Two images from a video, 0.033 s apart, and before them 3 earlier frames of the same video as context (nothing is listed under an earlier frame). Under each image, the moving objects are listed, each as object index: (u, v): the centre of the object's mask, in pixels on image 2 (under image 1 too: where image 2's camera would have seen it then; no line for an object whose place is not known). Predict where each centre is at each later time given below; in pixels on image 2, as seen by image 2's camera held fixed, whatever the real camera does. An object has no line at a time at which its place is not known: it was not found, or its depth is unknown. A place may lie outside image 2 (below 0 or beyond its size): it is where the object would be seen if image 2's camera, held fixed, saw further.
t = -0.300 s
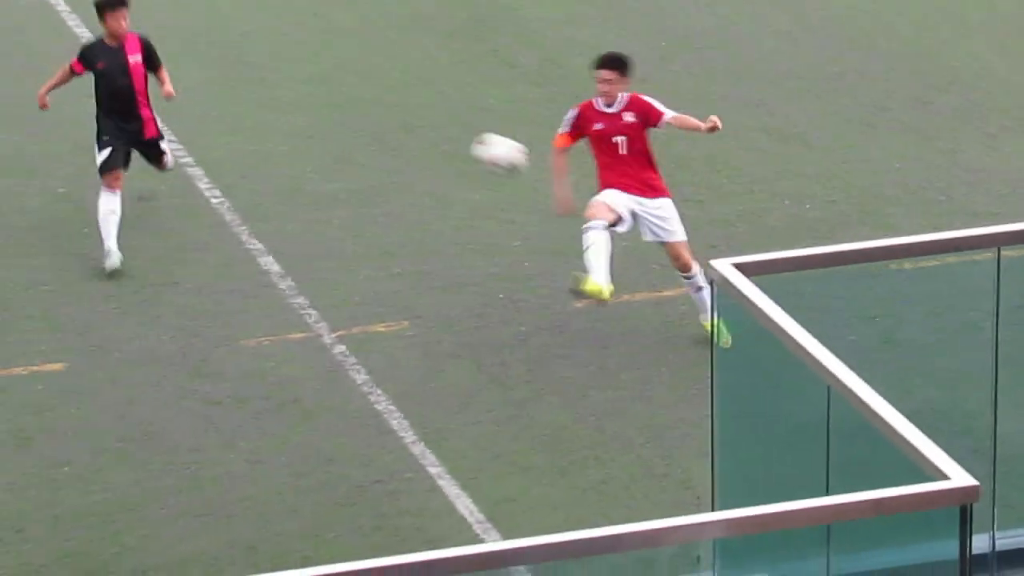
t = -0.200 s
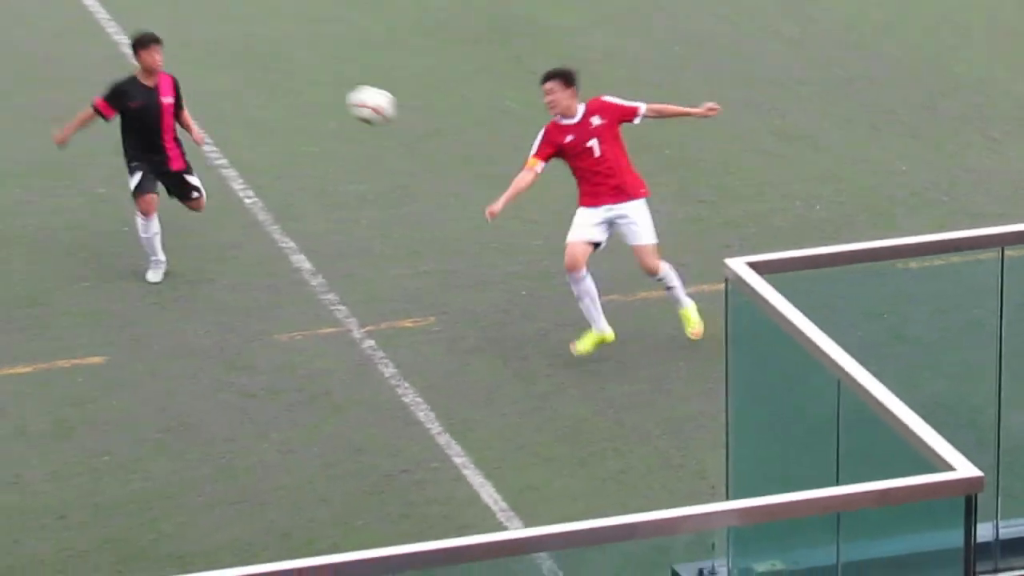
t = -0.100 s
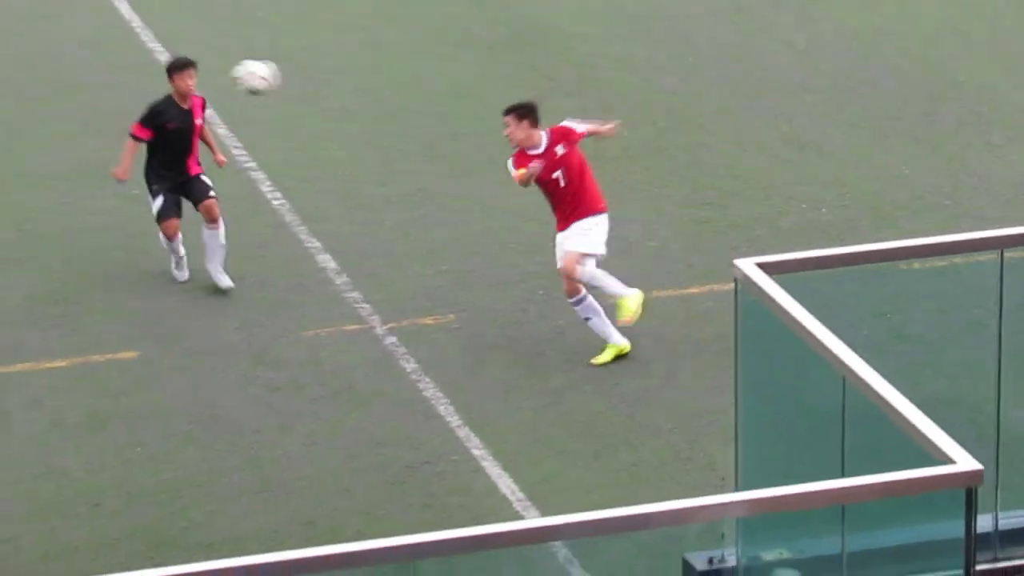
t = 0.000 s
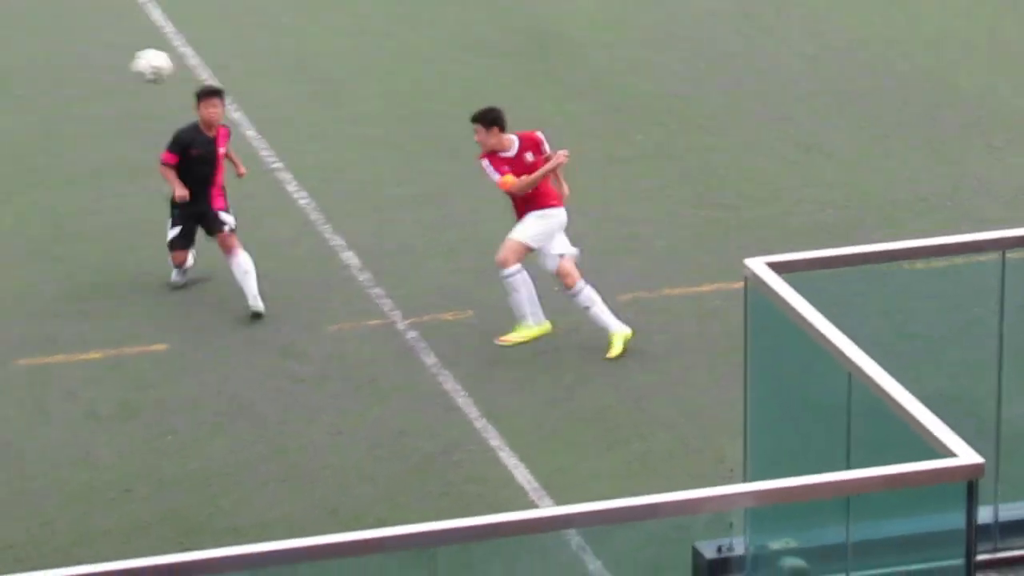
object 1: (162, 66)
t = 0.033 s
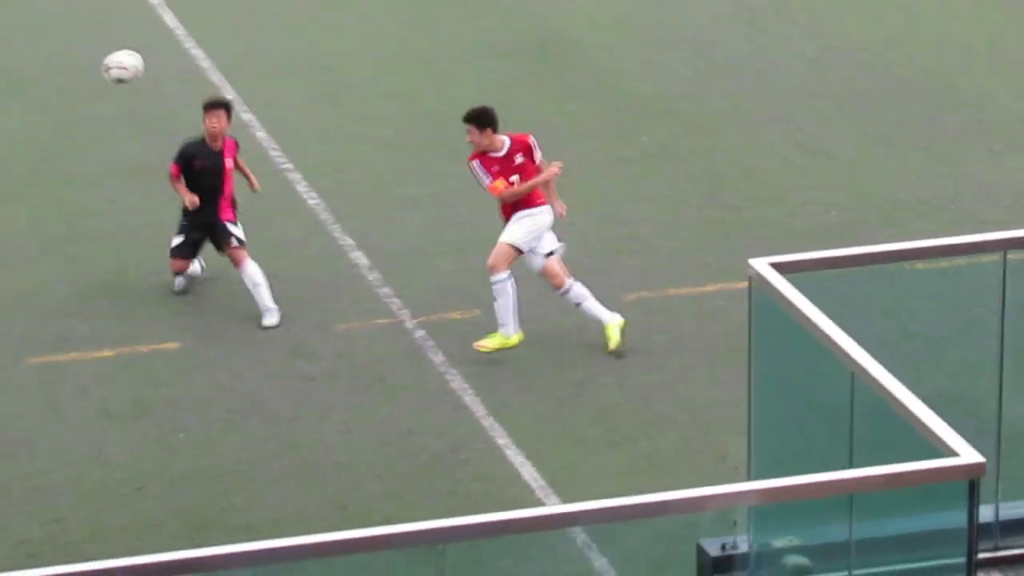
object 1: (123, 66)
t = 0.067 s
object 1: (85, 65)
